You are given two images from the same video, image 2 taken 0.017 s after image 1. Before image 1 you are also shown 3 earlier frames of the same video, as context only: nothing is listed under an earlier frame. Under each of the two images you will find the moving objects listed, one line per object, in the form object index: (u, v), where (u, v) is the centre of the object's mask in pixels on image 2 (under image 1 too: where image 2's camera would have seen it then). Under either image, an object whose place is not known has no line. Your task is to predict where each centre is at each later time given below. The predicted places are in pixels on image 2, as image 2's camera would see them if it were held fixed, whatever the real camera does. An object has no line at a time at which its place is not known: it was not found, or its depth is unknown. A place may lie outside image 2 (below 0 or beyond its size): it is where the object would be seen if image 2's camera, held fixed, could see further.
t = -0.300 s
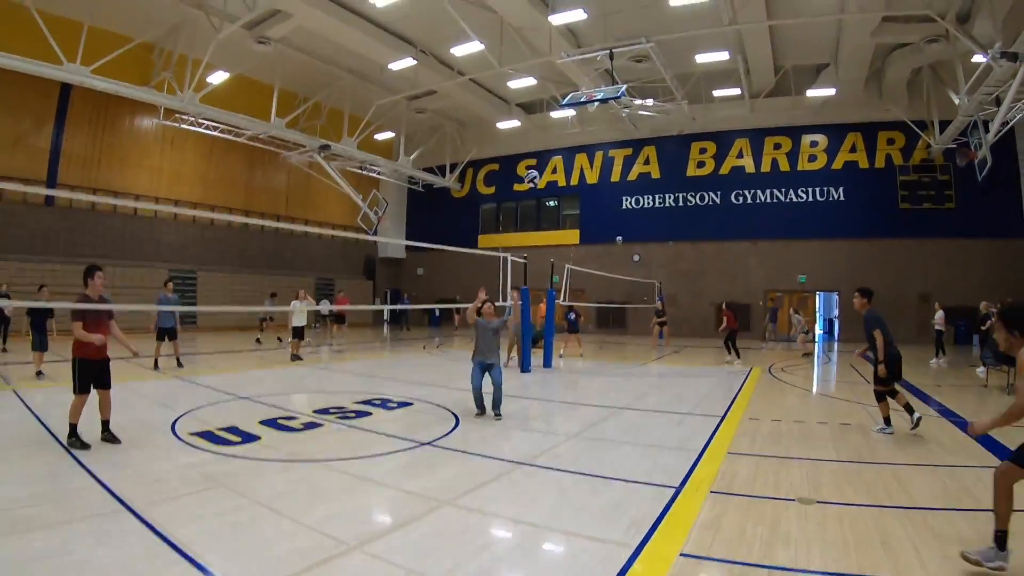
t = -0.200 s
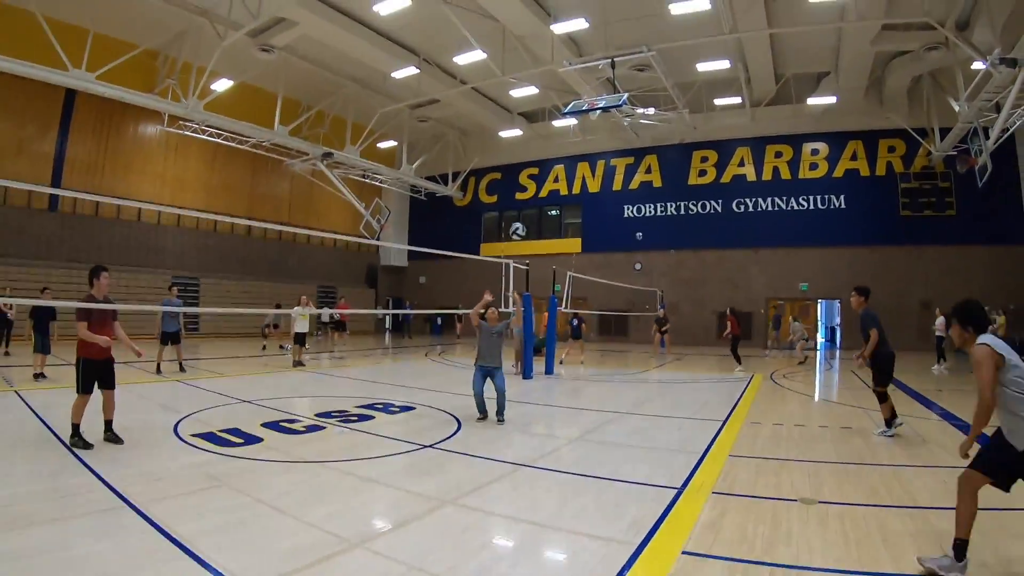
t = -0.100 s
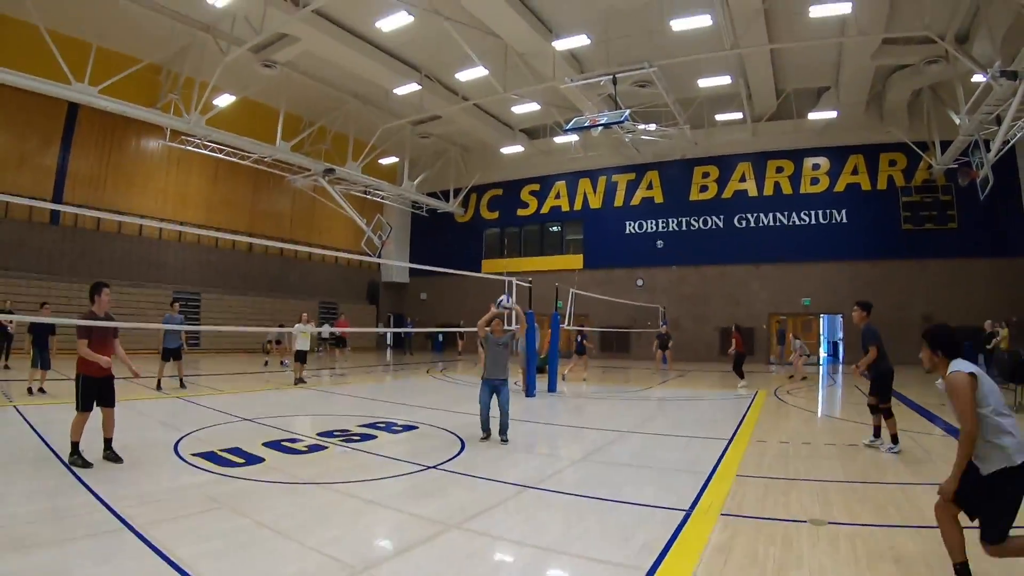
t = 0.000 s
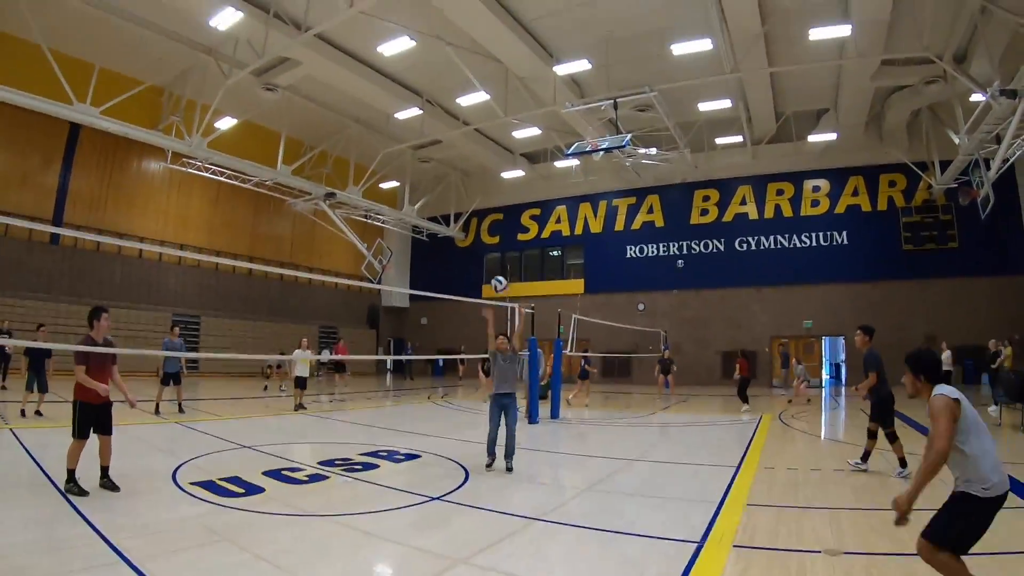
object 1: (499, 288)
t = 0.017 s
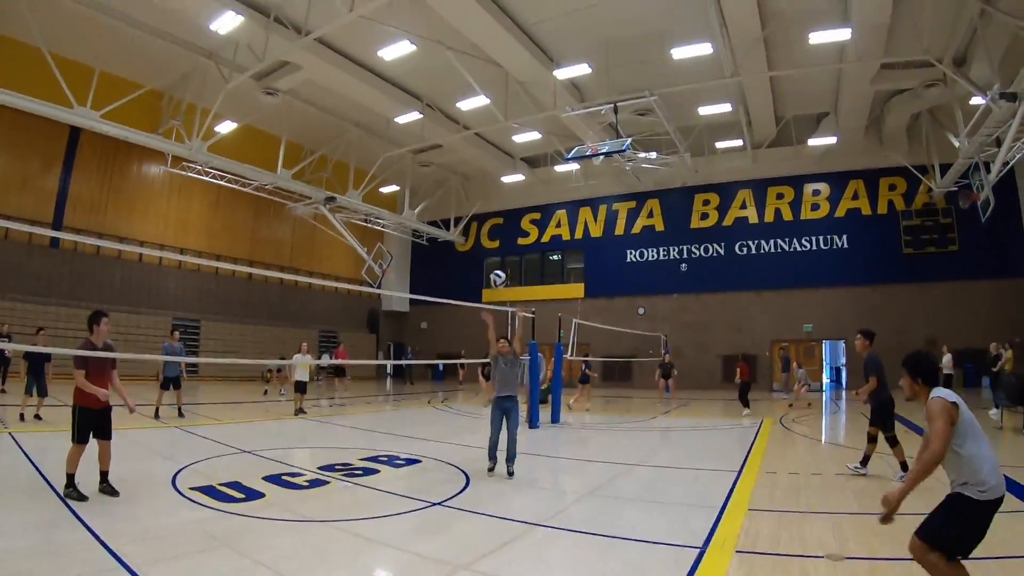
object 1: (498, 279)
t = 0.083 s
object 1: (495, 241)
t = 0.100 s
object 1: (494, 232)
